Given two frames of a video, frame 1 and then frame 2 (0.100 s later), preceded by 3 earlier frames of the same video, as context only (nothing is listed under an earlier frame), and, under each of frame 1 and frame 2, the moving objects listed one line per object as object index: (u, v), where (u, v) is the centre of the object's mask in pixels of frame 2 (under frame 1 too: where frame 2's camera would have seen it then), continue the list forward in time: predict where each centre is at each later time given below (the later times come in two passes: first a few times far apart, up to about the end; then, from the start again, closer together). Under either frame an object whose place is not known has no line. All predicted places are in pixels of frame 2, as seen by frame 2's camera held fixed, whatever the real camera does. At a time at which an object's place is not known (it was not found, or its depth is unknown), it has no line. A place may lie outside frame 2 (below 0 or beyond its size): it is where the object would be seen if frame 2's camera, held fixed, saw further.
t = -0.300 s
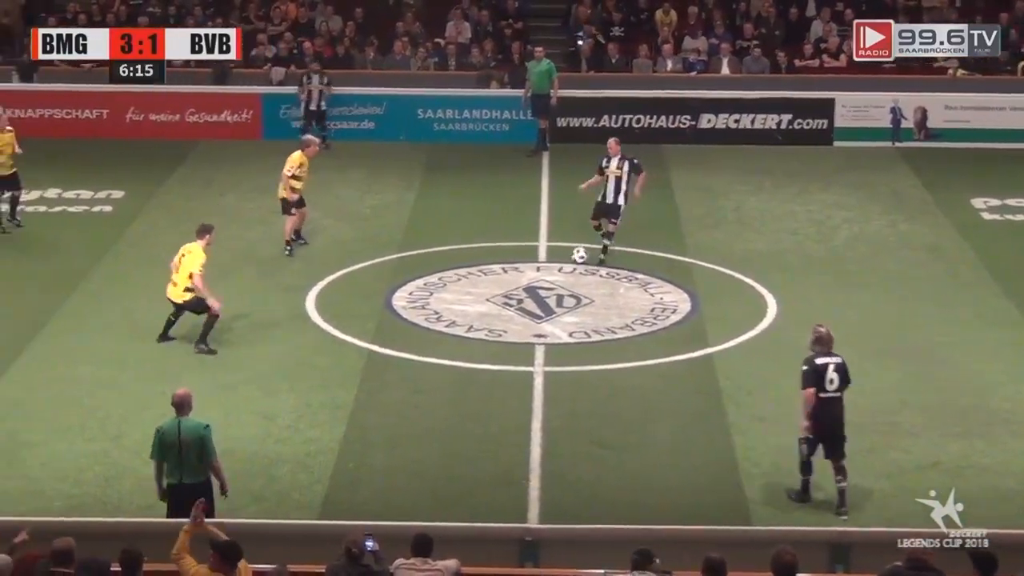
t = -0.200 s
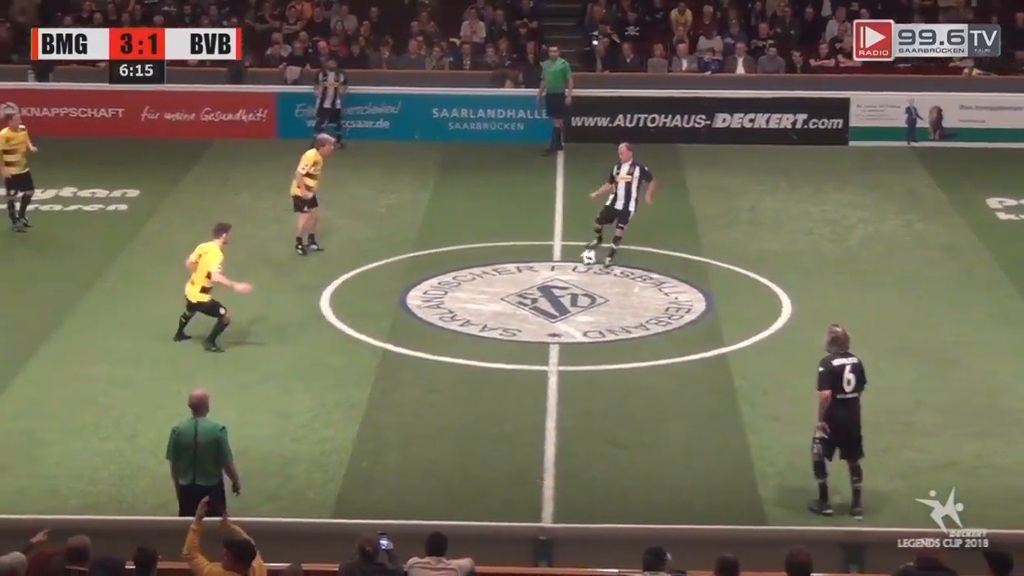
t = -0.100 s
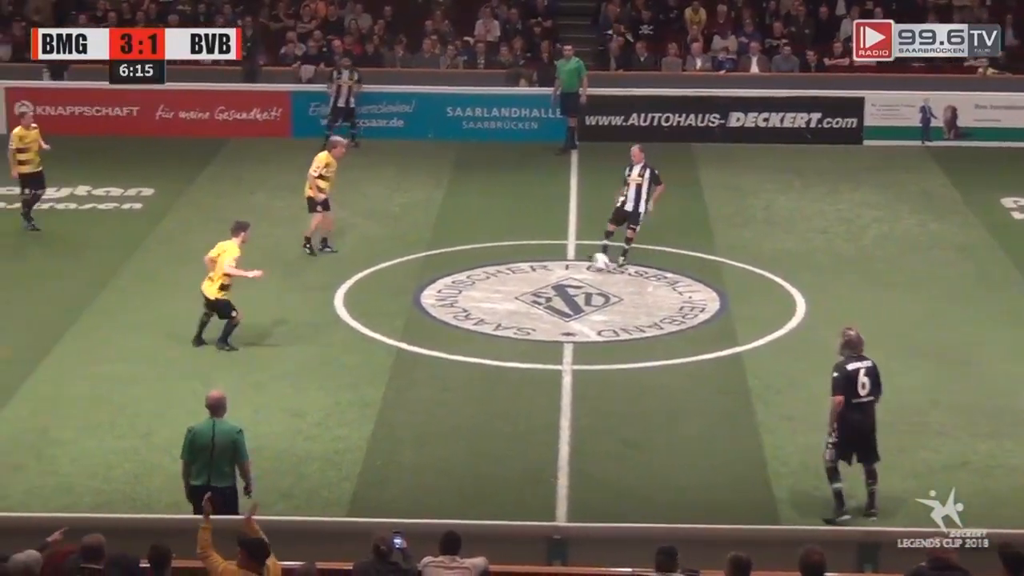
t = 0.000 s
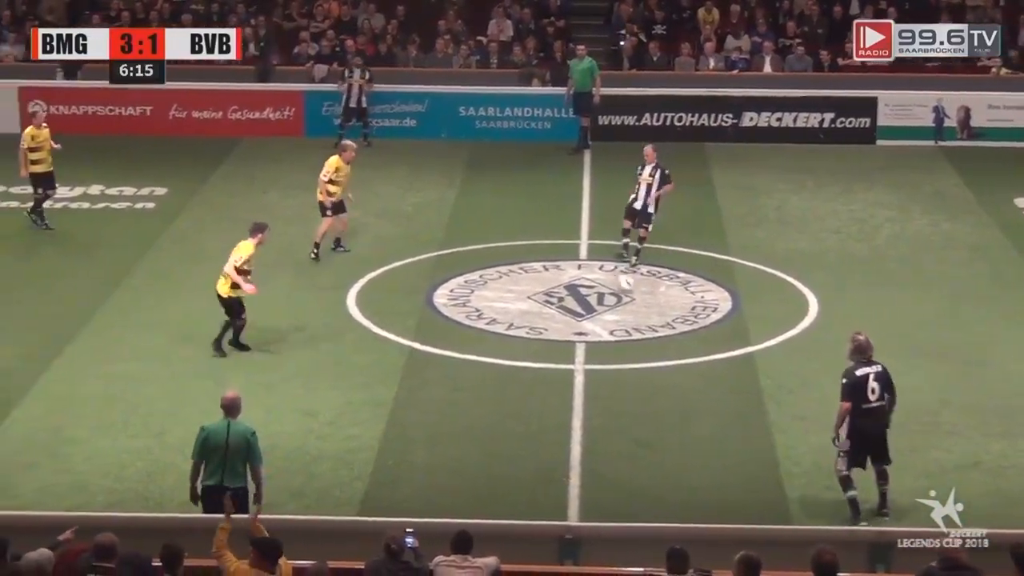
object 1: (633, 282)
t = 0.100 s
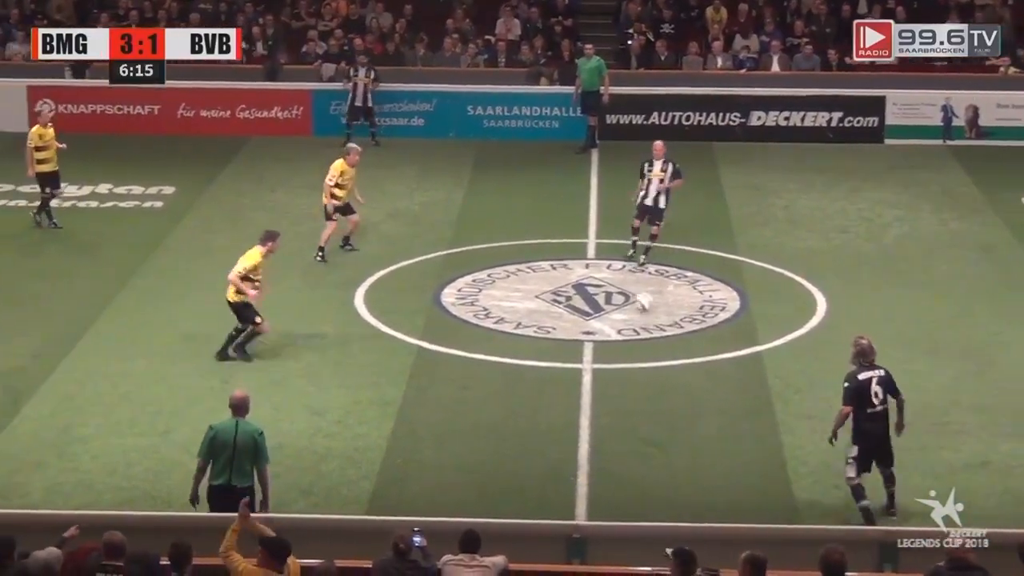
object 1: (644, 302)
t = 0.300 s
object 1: (666, 342)
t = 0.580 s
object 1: (695, 395)
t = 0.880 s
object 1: (723, 451)
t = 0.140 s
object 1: (649, 310)
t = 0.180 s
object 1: (652, 318)
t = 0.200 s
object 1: (654, 321)
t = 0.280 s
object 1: (664, 340)
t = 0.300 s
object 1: (666, 342)
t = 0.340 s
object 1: (670, 350)
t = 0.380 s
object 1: (674, 359)
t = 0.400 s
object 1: (676, 363)
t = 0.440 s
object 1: (681, 371)
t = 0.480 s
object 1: (685, 377)
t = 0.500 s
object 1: (687, 381)
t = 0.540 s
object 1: (691, 389)
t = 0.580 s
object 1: (695, 395)
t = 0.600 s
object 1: (697, 399)
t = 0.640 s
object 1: (700, 407)
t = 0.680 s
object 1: (704, 414)
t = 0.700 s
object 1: (706, 417)
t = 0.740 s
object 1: (710, 425)
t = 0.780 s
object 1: (714, 432)
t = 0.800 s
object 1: (716, 436)
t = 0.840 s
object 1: (720, 444)
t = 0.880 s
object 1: (723, 451)
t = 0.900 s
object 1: (726, 454)
